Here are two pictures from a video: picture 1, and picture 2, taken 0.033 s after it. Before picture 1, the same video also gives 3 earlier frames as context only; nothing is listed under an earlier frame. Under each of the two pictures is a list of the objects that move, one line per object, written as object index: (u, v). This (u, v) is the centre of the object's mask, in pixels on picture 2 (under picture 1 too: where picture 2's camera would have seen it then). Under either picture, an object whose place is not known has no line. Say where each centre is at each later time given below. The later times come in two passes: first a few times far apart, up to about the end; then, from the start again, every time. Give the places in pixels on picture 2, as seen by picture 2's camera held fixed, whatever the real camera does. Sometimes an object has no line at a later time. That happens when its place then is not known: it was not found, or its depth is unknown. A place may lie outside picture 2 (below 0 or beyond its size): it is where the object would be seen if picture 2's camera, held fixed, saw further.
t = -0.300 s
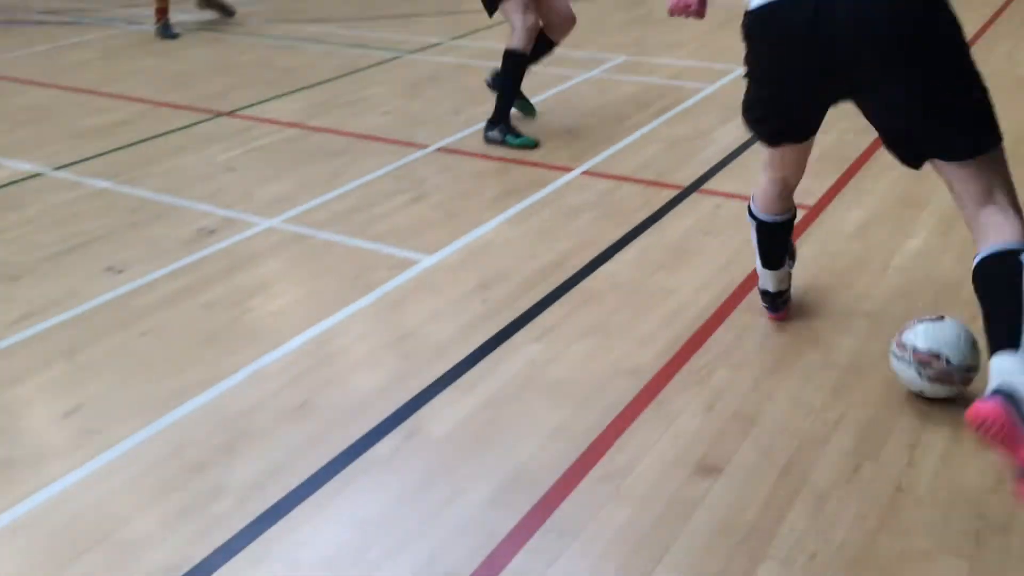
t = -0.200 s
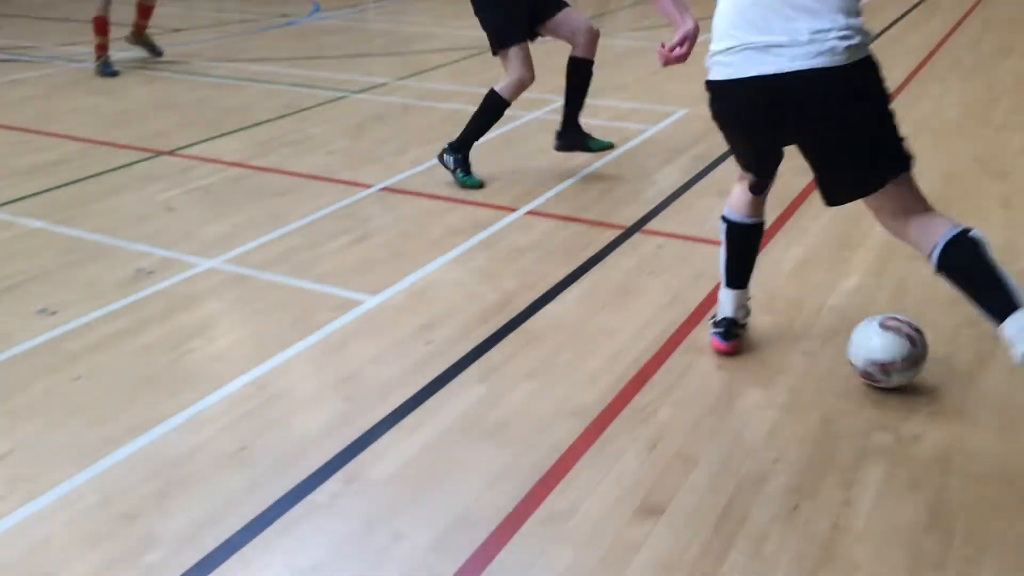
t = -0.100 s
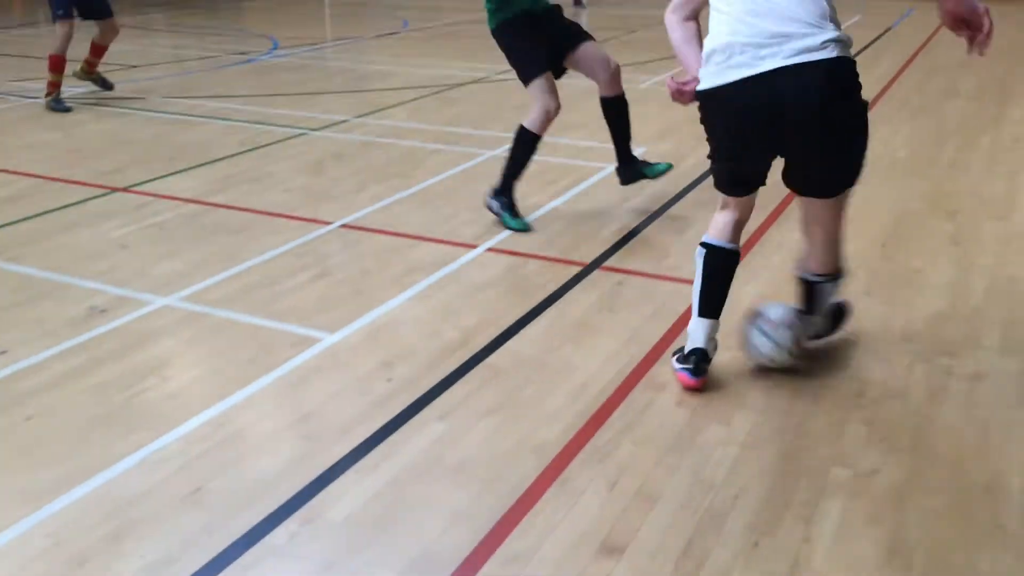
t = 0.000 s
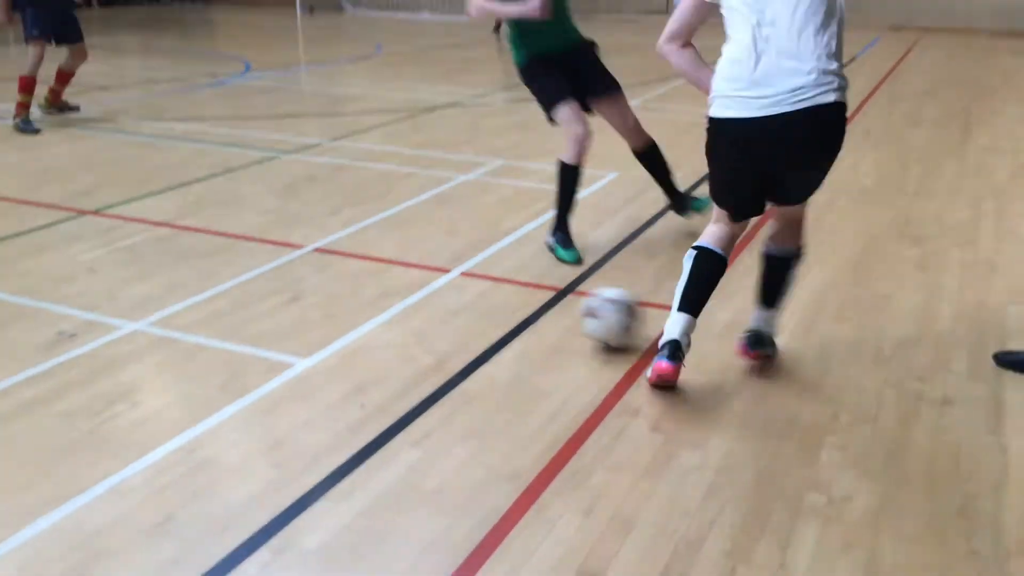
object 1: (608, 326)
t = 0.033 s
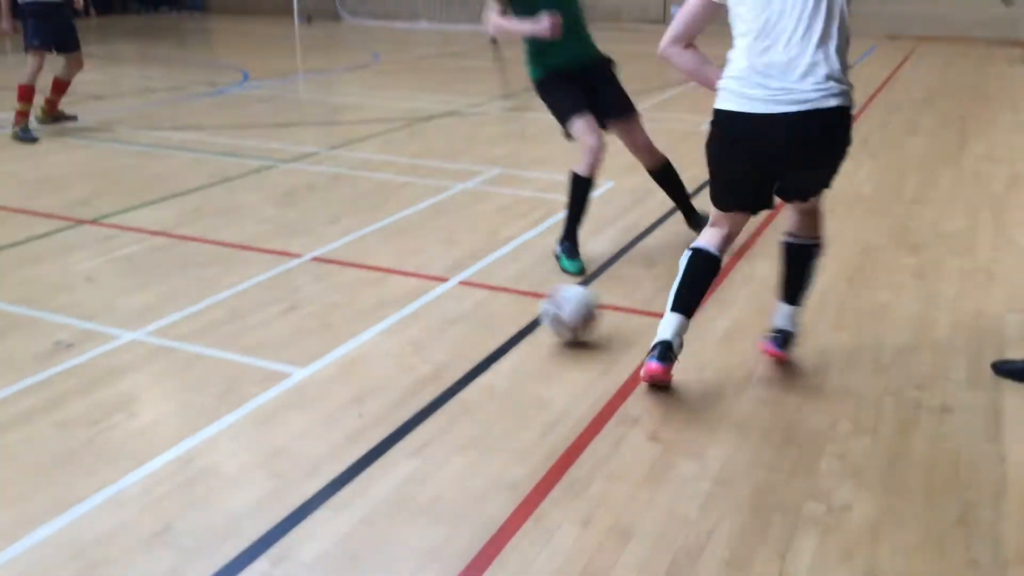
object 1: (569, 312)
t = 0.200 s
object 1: (420, 263)
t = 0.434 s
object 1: (290, 217)
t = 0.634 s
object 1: (211, 187)
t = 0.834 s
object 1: (146, 166)
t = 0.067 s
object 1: (533, 300)
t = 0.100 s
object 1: (500, 295)
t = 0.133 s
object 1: (471, 283)
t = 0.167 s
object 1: (444, 271)
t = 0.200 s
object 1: (420, 263)
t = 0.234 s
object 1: (396, 256)
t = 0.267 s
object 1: (375, 252)
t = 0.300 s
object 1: (356, 241)
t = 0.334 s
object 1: (338, 234)
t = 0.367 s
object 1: (322, 228)
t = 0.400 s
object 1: (305, 225)
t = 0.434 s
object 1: (290, 217)
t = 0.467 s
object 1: (275, 211)
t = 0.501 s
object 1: (262, 207)
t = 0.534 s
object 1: (247, 203)
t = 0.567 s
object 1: (234, 195)
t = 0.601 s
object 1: (222, 191)
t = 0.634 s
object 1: (211, 187)
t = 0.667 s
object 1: (198, 185)
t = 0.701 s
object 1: (187, 178)
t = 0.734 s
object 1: (176, 172)
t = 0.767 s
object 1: (166, 169)
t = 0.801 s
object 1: (156, 167)
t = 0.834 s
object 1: (146, 166)
